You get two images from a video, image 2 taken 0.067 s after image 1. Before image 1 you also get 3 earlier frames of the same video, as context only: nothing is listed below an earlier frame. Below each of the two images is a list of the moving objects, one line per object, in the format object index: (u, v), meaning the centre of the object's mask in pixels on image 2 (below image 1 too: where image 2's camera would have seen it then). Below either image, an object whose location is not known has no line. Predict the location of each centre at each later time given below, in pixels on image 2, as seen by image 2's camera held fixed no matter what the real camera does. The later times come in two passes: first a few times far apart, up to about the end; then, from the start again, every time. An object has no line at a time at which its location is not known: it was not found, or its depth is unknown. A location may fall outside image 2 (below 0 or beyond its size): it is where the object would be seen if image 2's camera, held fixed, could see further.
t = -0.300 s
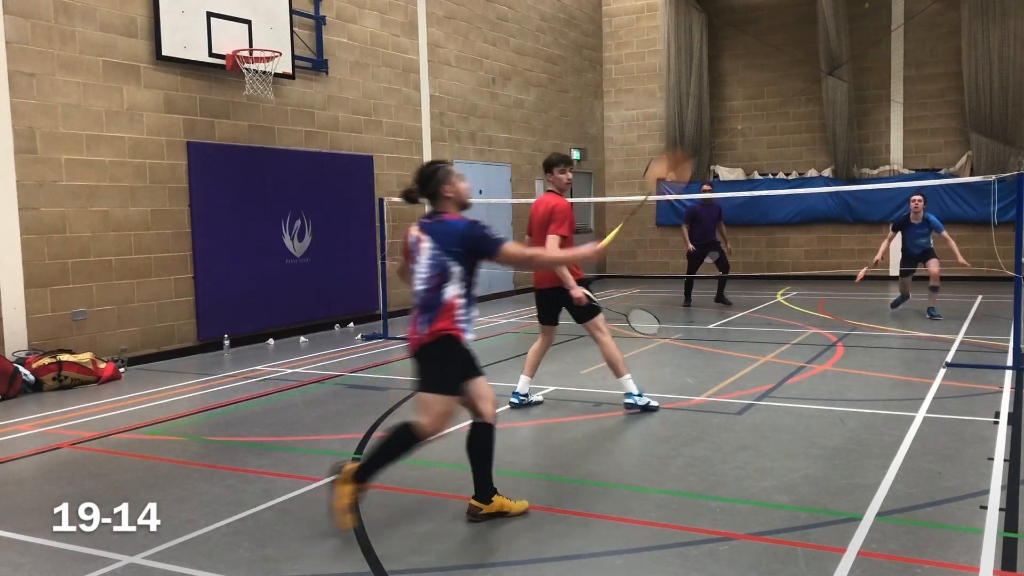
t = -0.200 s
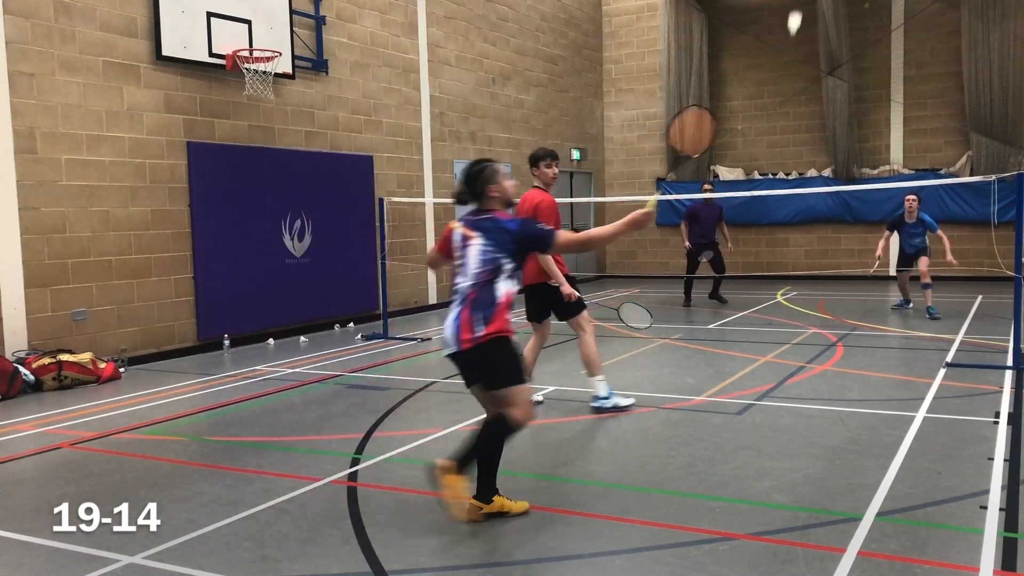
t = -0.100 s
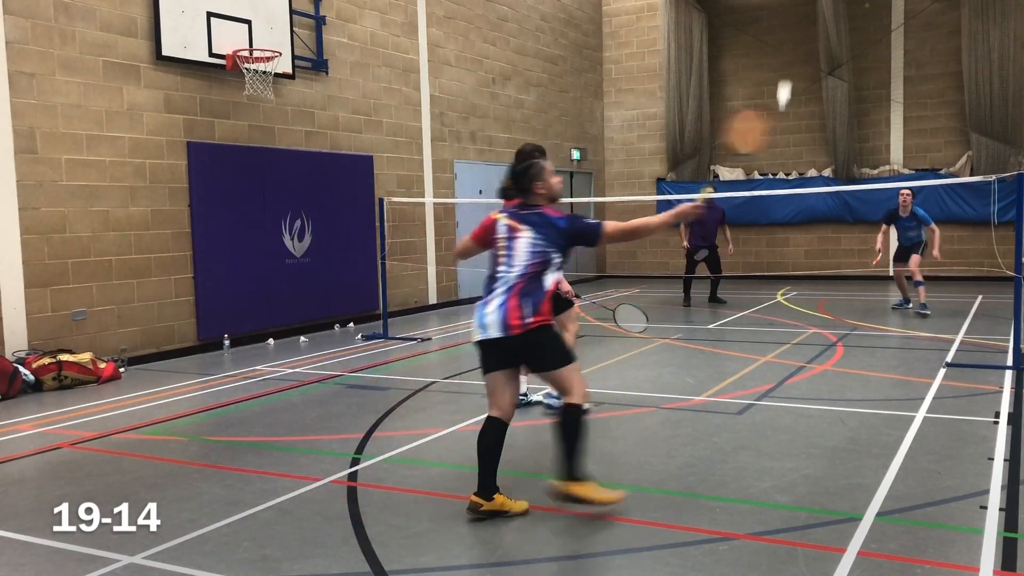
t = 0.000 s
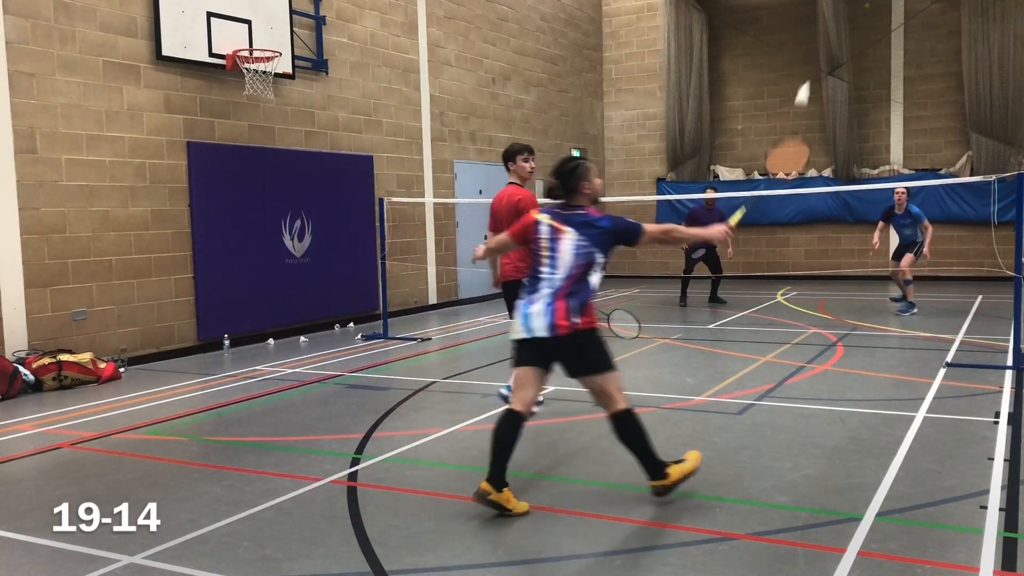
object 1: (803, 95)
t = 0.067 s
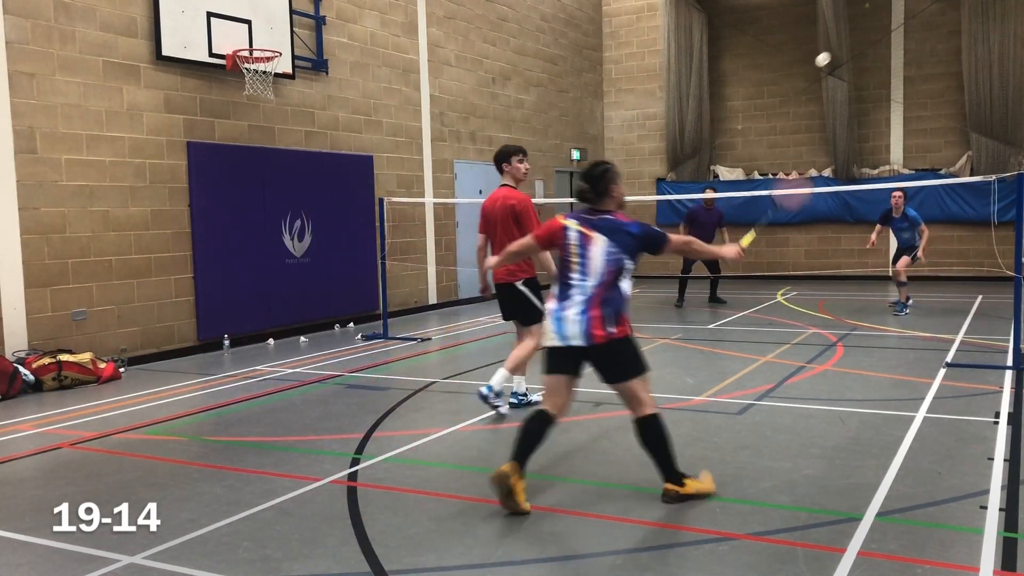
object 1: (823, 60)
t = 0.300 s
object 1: (859, 51)
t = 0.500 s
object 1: (876, 91)
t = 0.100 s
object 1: (832, 54)
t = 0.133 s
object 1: (838, 50)
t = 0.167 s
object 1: (843, 48)
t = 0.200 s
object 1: (847, 46)
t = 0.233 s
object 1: (851, 46)
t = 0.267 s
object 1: (855, 48)
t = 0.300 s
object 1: (859, 51)
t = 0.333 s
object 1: (862, 55)
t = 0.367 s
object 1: (865, 61)
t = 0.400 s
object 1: (868, 67)
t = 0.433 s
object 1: (871, 74)
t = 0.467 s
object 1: (874, 82)
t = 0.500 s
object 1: (876, 91)
